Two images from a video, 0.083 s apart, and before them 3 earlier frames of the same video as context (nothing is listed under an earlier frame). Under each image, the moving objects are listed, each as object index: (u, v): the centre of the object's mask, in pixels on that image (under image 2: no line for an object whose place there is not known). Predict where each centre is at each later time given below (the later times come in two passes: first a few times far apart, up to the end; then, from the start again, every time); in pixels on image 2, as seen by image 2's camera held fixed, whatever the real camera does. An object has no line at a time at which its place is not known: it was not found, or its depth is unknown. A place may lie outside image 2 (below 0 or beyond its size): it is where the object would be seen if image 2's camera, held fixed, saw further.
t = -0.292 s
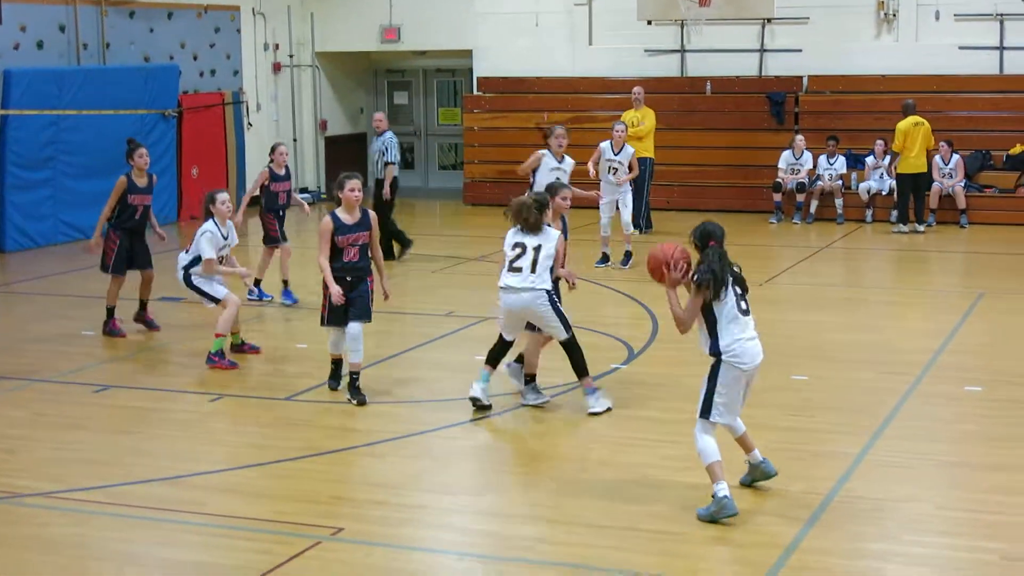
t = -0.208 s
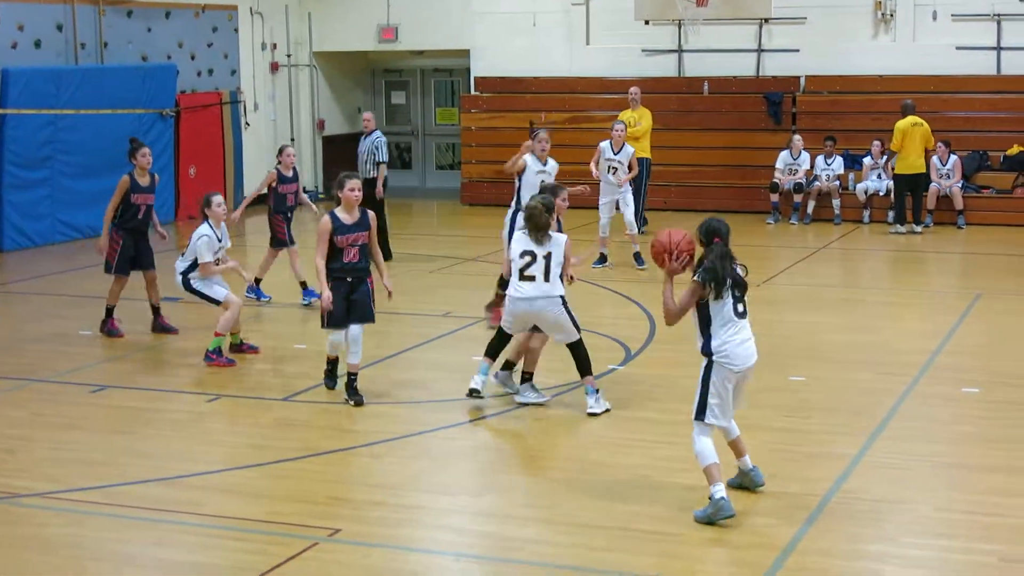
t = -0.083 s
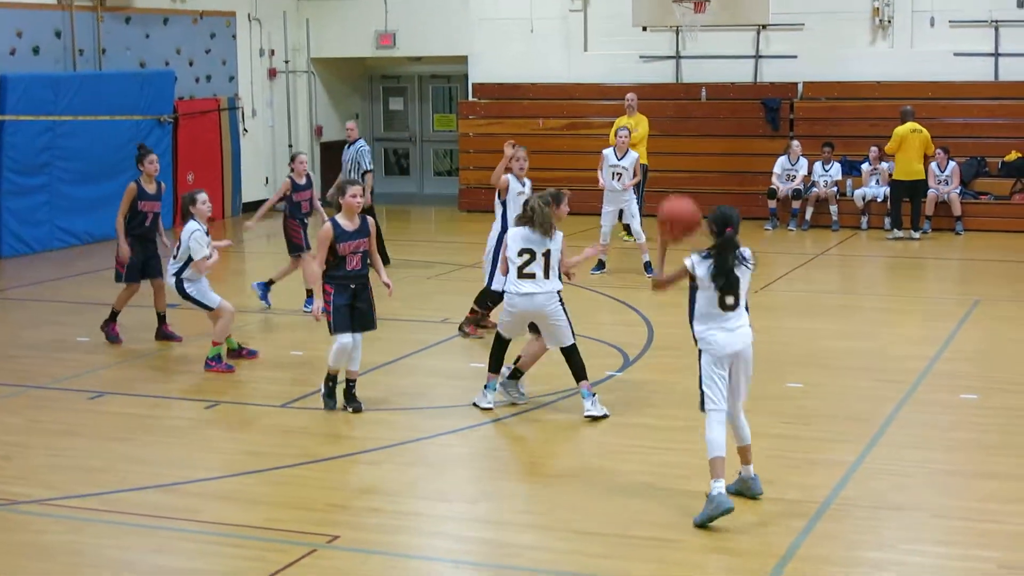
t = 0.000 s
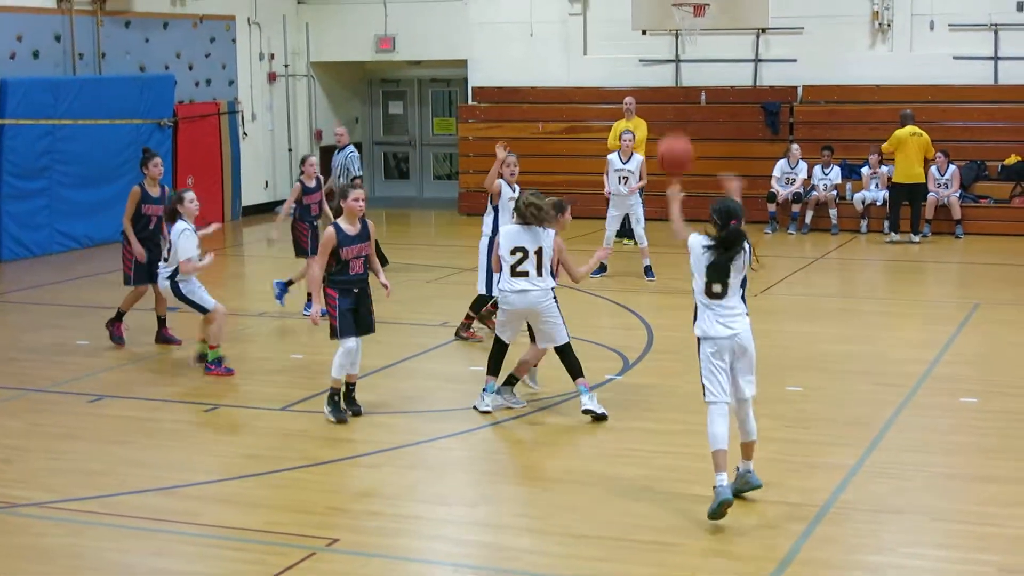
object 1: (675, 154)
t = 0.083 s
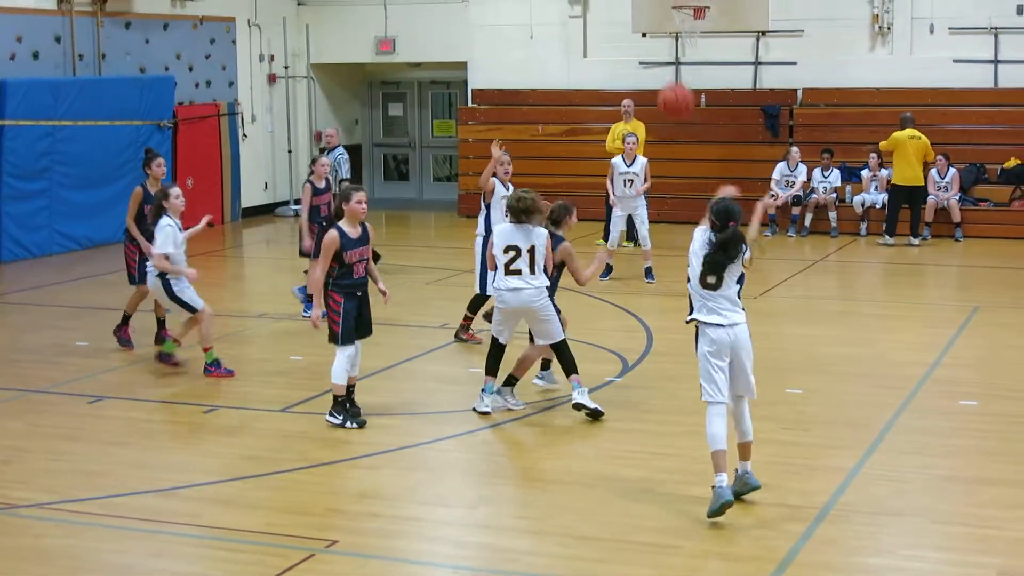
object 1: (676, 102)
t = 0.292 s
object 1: (679, 26)
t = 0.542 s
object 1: (686, 28)
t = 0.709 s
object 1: (691, 69)
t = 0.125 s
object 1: (677, 77)
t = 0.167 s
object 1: (677, 60)
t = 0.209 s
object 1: (678, 45)
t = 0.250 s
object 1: (679, 34)
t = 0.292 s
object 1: (679, 26)
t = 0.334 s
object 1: (680, 21)
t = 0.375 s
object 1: (681, 17)
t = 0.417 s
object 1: (682, 17)
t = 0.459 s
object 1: (683, 18)
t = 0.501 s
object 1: (684, 22)
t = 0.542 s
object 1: (686, 28)
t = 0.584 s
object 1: (687, 36)
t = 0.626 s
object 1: (689, 45)
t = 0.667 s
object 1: (690, 57)
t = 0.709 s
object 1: (691, 69)
